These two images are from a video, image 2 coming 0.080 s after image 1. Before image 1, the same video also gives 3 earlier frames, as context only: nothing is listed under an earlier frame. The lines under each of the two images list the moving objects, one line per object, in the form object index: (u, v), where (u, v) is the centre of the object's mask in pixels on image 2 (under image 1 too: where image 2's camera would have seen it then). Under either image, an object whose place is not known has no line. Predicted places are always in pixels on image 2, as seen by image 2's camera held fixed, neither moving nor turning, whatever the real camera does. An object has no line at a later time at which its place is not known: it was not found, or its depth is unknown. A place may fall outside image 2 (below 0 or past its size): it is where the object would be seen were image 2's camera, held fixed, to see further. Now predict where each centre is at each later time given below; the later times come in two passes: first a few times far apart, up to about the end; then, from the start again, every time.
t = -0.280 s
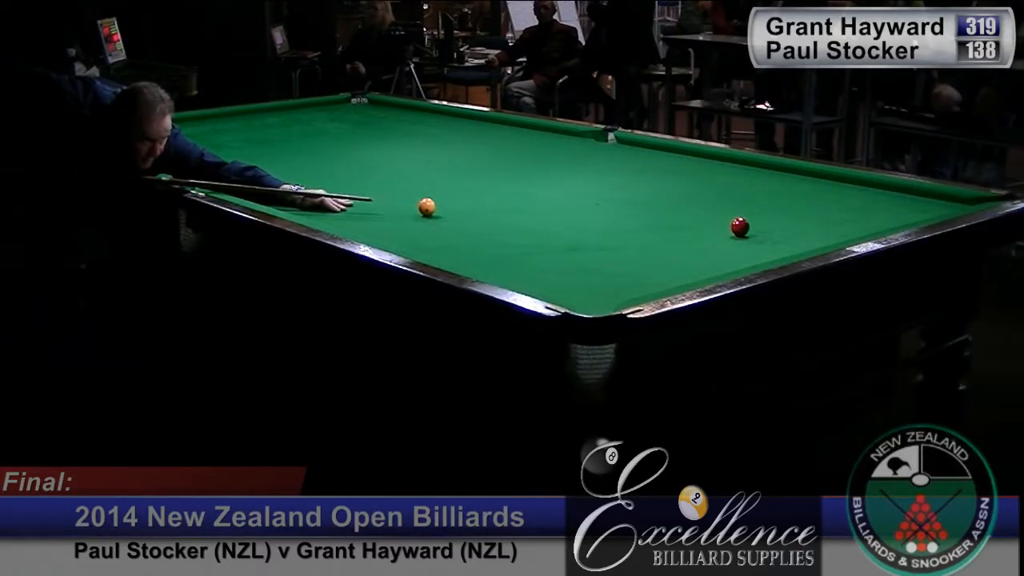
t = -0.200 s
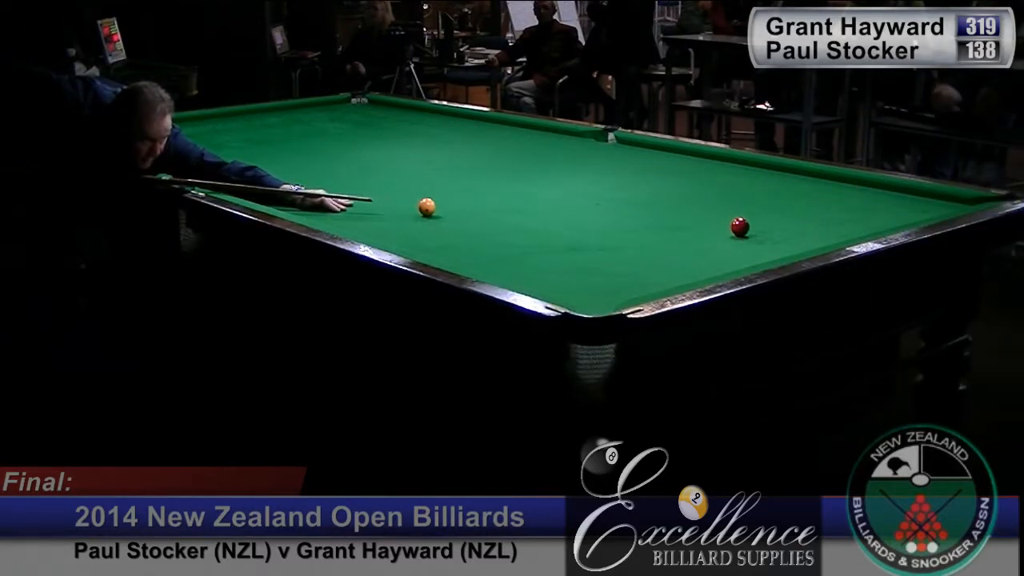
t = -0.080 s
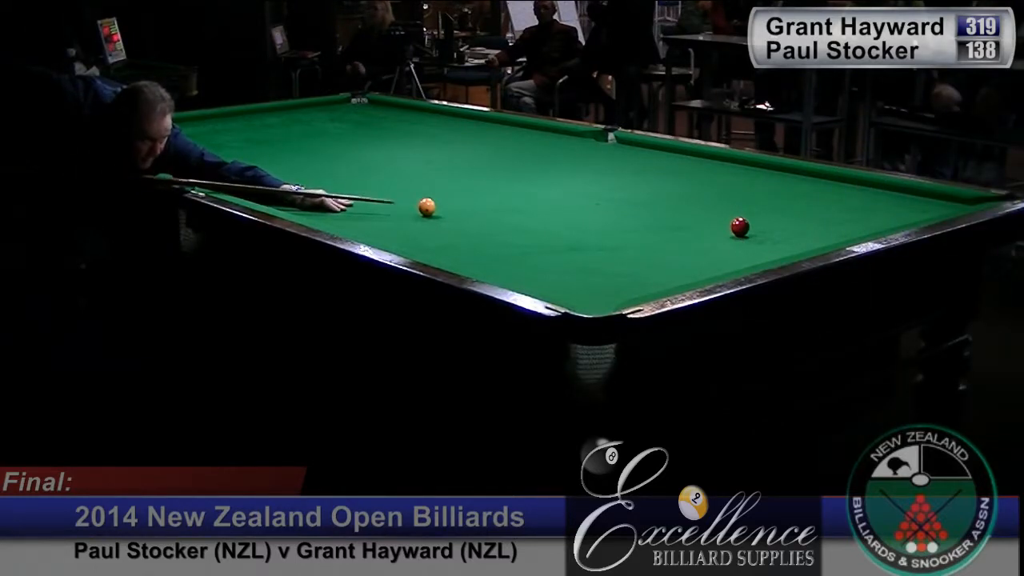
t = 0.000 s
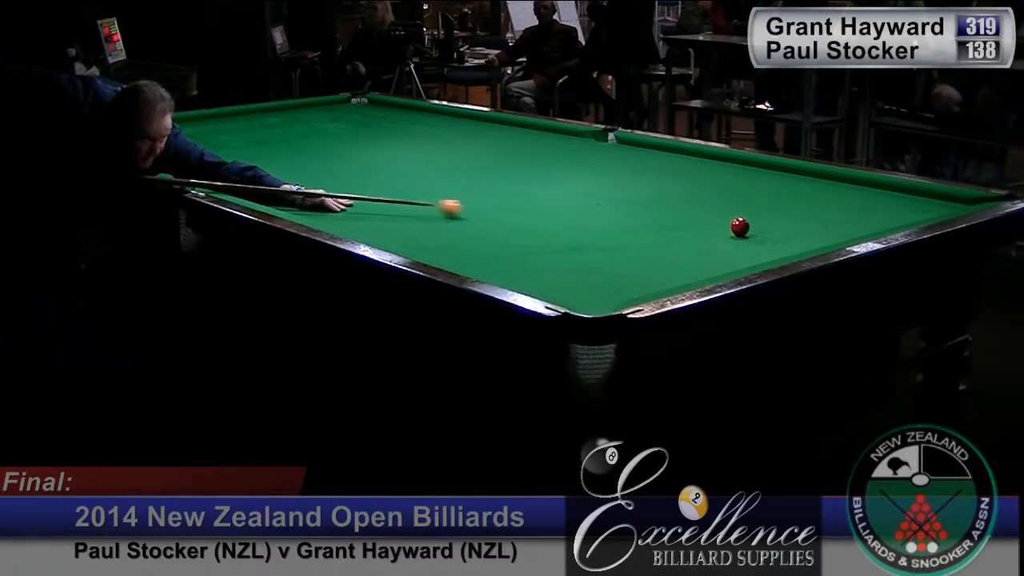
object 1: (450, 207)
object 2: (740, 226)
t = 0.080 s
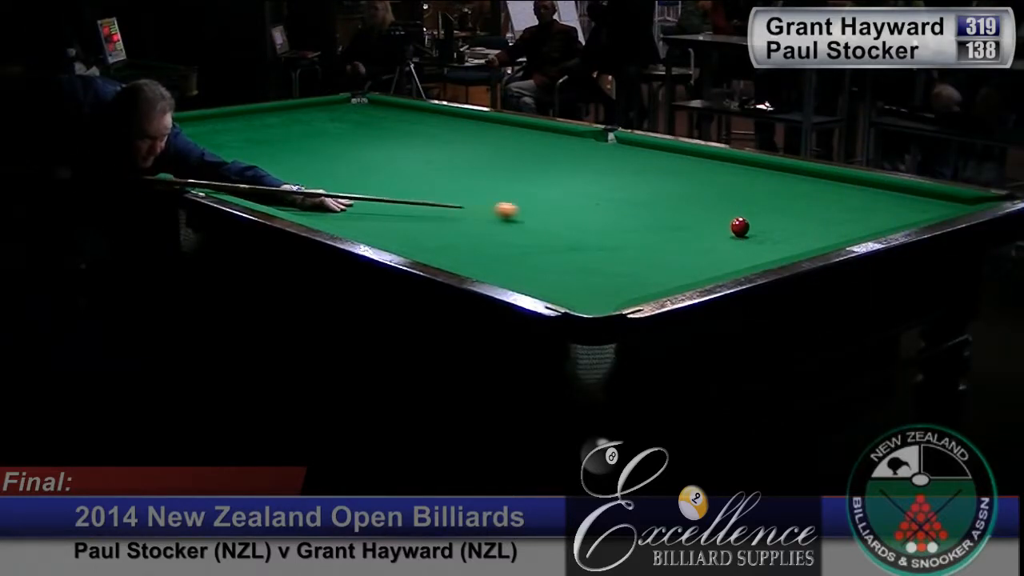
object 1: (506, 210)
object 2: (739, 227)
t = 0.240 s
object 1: (611, 216)
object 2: (739, 227)
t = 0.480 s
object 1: (742, 221)
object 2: (769, 233)
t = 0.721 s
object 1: (816, 214)
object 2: (817, 240)
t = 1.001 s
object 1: (897, 208)
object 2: (769, 228)
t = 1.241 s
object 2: (733, 219)
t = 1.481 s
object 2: (701, 210)
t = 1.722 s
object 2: (671, 203)
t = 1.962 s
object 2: (644, 195)
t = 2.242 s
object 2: (617, 188)
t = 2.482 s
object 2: (596, 183)
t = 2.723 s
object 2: (578, 178)
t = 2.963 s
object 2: (560, 173)
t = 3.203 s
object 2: (545, 169)
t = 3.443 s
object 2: (531, 166)
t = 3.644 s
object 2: (521, 163)
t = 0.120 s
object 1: (532, 212)
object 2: (739, 227)
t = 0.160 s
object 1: (558, 213)
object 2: (739, 227)
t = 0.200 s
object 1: (584, 215)
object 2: (739, 227)
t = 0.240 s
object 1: (611, 216)
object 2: (739, 227)
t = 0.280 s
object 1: (638, 218)
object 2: (739, 227)
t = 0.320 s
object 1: (665, 219)
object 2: (740, 226)
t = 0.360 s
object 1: (692, 221)
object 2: (739, 227)
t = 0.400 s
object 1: (718, 223)
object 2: (739, 227)
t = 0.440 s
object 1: (732, 222)
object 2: (753, 229)
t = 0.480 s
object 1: (742, 221)
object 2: (769, 233)
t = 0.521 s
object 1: (753, 219)
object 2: (785, 236)
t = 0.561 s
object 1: (766, 218)
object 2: (800, 239)
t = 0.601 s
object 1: (779, 217)
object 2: (813, 240)
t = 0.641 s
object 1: (791, 216)
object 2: (826, 240)
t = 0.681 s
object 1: (803, 215)
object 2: (825, 240)
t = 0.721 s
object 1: (816, 214)
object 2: (817, 240)
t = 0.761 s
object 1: (828, 213)
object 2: (809, 239)
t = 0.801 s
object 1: (840, 212)
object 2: (803, 237)
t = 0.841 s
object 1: (851, 211)
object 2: (796, 236)
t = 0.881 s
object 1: (863, 210)
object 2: (789, 234)
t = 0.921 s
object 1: (874, 210)
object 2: (782, 232)
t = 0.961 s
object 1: (886, 209)
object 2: (776, 230)
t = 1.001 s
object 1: (897, 208)
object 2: (769, 228)
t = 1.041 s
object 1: (907, 207)
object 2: (763, 227)
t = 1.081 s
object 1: (918, 206)
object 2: (757, 225)
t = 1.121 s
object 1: (929, 205)
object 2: (751, 224)
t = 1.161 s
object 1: (940, 204)
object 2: (745, 222)
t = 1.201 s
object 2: (739, 220)
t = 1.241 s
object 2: (733, 219)
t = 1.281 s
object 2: (727, 217)
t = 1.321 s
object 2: (721, 216)
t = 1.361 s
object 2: (716, 214)
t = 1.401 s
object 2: (711, 213)
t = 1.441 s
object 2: (705, 212)
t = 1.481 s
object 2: (701, 210)
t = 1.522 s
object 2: (695, 209)
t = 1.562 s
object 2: (690, 207)
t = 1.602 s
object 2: (685, 206)
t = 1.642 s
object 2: (680, 205)
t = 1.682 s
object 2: (675, 204)
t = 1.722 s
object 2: (671, 203)
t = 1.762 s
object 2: (666, 201)
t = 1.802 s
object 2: (662, 200)
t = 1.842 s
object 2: (657, 199)
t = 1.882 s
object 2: (653, 198)
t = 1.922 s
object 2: (648, 197)
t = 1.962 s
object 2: (644, 195)
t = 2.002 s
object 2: (640, 194)
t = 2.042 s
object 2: (636, 193)
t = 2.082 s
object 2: (632, 192)
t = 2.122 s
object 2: (628, 191)
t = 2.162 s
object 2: (624, 190)
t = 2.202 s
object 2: (621, 189)
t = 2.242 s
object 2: (617, 188)
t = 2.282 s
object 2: (613, 187)
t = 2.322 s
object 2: (610, 186)
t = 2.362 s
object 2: (606, 185)
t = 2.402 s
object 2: (603, 184)
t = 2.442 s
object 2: (600, 183)
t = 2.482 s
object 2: (596, 183)
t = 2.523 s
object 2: (593, 182)
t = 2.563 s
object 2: (590, 181)
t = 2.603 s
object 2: (587, 180)
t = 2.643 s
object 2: (583, 179)
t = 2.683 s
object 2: (580, 178)
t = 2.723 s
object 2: (578, 178)
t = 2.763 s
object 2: (575, 177)
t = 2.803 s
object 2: (572, 176)
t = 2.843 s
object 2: (569, 175)
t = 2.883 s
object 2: (566, 175)
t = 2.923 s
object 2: (563, 174)
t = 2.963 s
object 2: (560, 173)
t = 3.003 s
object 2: (558, 173)
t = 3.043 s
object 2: (555, 172)
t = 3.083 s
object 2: (553, 171)
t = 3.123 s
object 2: (550, 171)
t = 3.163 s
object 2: (547, 170)
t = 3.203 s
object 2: (545, 169)
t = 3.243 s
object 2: (543, 168)
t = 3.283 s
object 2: (540, 168)
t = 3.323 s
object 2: (538, 167)
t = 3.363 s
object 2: (536, 167)
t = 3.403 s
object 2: (534, 166)
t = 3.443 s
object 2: (531, 166)
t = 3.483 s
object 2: (529, 165)
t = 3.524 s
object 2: (527, 164)
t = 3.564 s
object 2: (525, 164)
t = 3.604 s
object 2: (523, 163)
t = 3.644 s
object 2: (521, 163)
